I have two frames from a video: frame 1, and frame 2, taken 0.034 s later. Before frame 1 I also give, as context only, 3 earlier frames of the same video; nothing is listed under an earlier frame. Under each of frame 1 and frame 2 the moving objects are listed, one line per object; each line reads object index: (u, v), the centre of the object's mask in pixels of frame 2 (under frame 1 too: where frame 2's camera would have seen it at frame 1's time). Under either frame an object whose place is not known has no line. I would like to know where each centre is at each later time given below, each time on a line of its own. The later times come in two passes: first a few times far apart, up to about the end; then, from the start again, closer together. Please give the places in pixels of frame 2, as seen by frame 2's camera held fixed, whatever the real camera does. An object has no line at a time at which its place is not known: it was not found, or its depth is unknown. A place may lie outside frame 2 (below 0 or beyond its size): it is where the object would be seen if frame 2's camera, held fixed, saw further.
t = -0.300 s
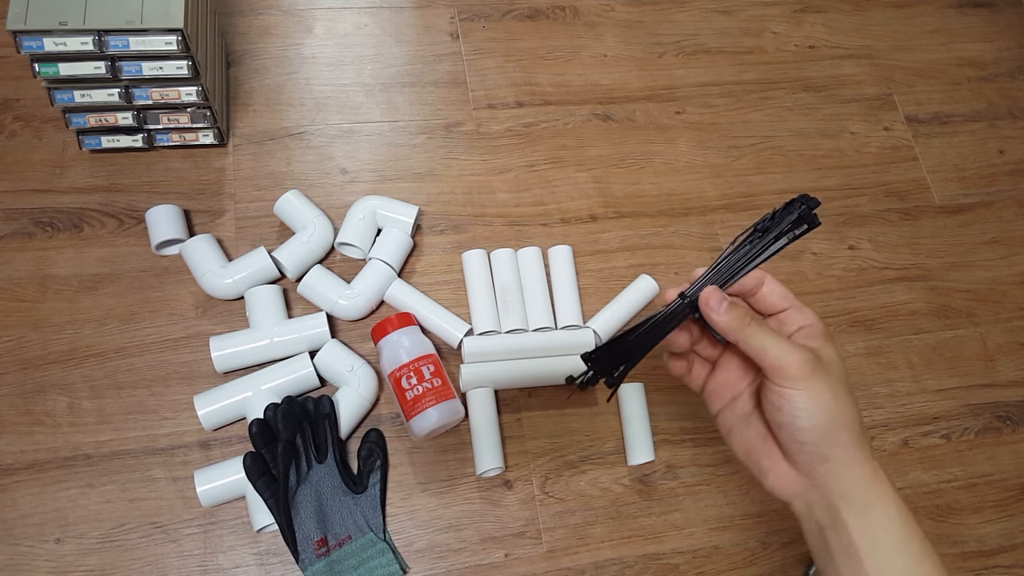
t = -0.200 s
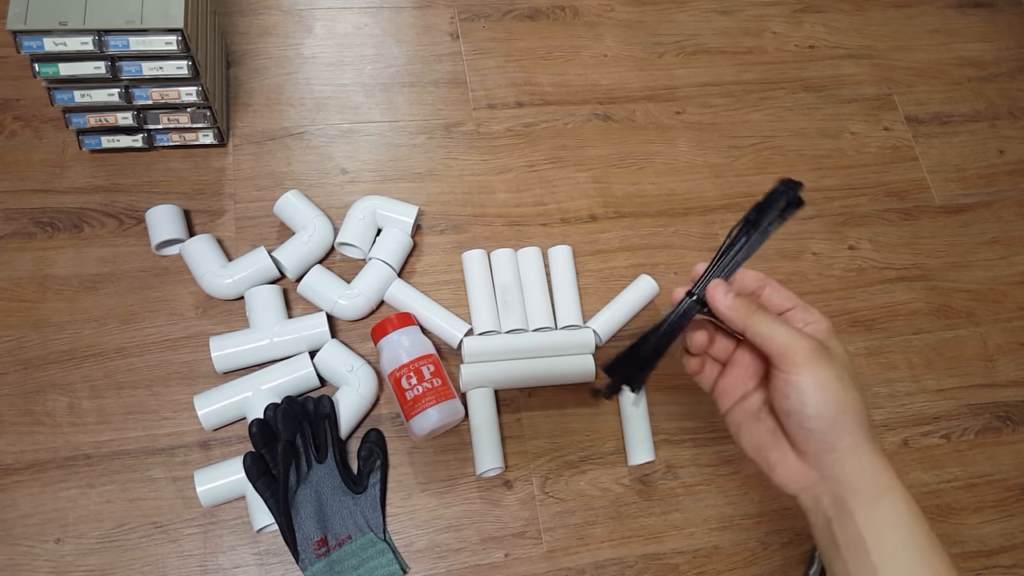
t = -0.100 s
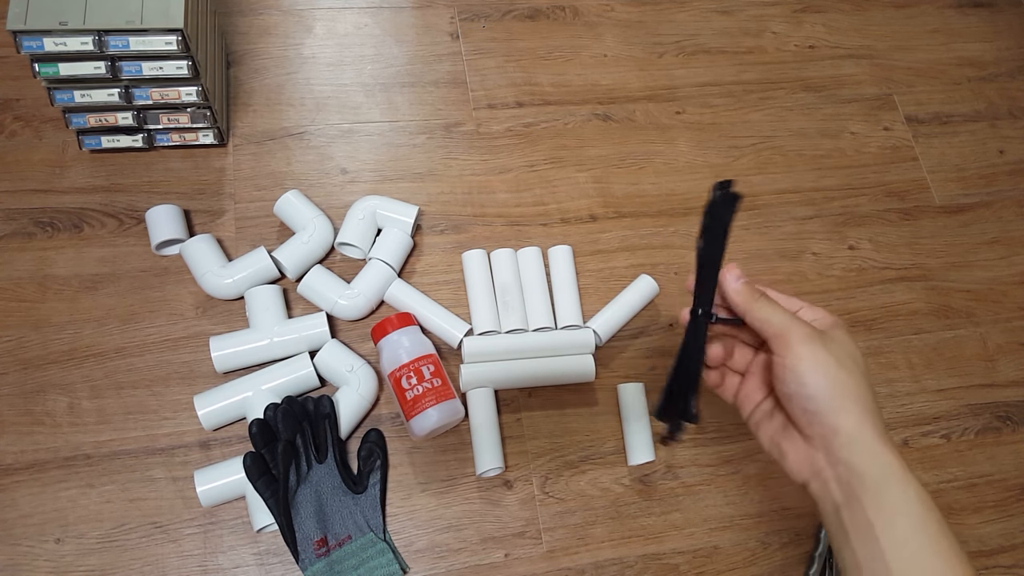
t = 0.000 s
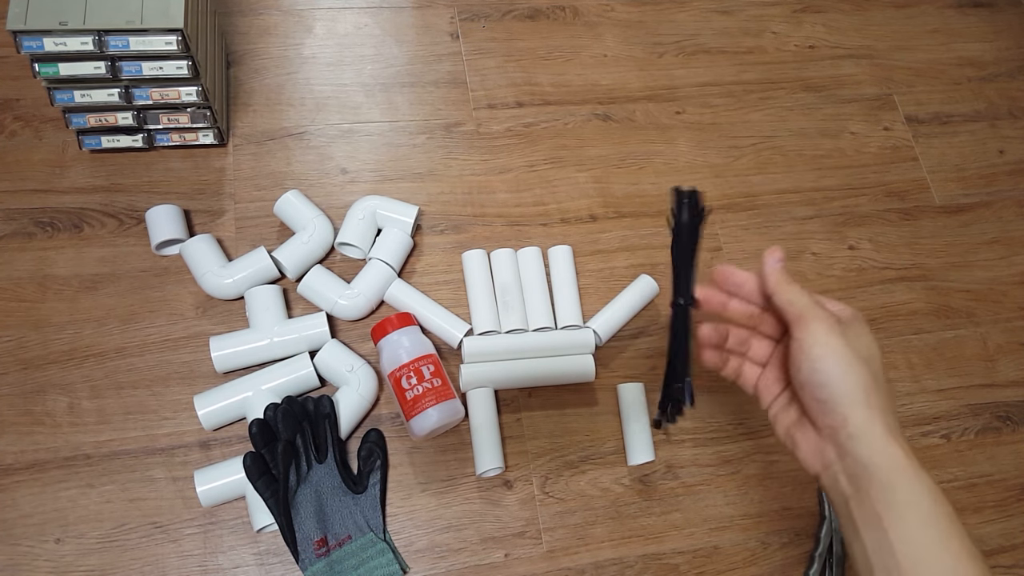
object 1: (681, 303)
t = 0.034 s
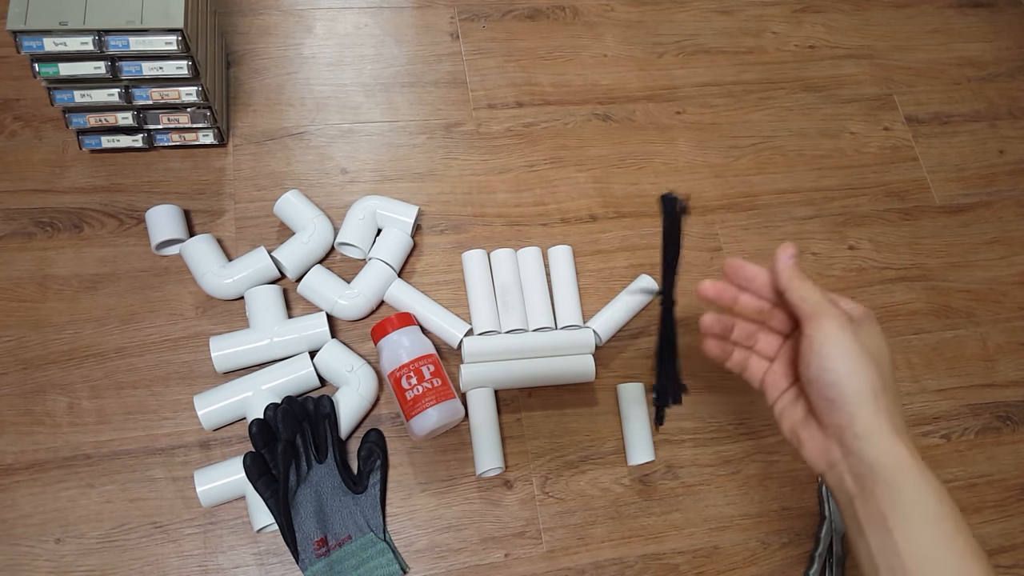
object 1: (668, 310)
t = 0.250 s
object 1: (563, 361)
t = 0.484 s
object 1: (562, 391)
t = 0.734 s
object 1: (535, 425)
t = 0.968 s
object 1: (539, 422)
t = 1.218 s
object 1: (539, 422)
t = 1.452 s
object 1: (539, 422)
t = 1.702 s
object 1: (539, 422)
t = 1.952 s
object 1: (539, 422)
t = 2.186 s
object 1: (539, 422)
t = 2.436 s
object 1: (539, 422)
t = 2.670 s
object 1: (539, 422)
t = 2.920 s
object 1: (539, 422)
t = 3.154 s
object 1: (539, 422)
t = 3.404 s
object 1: (539, 422)
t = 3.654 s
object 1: (539, 422)
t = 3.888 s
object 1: (539, 422)
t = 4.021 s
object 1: (535, 421)
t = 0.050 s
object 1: (660, 311)
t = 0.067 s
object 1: (652, 312)
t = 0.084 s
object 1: (643, 310)
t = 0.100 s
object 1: (634, 313)
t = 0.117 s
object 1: (624, 320)
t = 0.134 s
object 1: (615, 325)
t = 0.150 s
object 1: (605, 334)
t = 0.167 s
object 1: (596, 339)
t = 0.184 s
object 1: (587, 350)
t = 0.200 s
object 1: (579, 361)
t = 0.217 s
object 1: (571, 369)
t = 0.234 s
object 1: (563, 366)
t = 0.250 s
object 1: (563, 361)
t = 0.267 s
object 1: (565, 366)
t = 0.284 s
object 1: (567, 359)
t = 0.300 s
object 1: (569, 358)
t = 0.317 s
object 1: (570, 358)
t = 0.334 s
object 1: (571, 358)
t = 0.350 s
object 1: (571, 358)
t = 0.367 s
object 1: (571, 363)
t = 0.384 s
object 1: (570, 367)
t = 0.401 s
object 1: (568, 372)
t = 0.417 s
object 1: (567, 376)
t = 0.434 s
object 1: (567, 383)
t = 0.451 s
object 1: (565, 385)
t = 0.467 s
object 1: (564, 389)
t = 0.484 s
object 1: (562, 391)
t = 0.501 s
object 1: (554, 390)
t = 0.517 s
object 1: (551, 394)
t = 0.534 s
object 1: (550, 398)
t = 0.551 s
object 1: (547, 403)
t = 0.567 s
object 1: (543, 407)
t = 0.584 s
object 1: (545, 411)
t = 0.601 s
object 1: (542, 415)
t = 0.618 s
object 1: (539, 417)
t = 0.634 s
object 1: (538, 419)
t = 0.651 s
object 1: (537, 422)
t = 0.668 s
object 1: (537, 424)
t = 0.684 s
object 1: (536, 425)
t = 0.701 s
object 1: (536, 425)
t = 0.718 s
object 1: (536, 426)
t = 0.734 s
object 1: (535, 425)
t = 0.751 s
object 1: (535, 425)
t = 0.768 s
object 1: (536, 425)
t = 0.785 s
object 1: (537, 425)
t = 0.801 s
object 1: (537, 424)
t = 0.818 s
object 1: (538, 423)
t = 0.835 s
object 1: (538, 423)
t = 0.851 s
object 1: (539, 422)
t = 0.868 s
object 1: (539, 422)
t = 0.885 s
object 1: (539, 422)
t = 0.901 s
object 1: (539, 422)
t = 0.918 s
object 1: (539, 422)
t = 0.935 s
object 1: (539, 422)
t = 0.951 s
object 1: (539, 422)
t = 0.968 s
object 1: (539, 422)
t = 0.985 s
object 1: (539, 422)
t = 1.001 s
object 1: (539, 422)
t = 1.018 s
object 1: (539, 422)
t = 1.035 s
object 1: (539, 422)
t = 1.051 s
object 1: (539, 422)
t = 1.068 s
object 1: (539, 422)
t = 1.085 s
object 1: (539, 422)
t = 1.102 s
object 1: (539, 422)
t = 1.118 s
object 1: (539, 422)
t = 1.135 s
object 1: (539, 422)
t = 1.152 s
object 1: (539, 422)
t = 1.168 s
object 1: (539, 422)
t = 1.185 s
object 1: (539, 422)
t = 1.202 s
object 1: (539, 422)
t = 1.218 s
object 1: (539, 422)
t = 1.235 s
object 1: (539, 422)
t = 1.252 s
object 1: (539, 422)
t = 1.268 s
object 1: (539, 422)
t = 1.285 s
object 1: (539, 422)
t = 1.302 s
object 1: (539, 422)
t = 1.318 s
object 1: (539, 422)
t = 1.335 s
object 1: (539, 422)
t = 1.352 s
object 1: (539, 422)
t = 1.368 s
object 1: (539, 422)
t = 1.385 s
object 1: (539, 422)
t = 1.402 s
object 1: (539, 422)
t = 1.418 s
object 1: (539, 422)
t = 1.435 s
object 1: (539, 422)
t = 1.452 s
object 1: (539, 422)
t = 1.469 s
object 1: (539, 422)
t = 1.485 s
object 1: (539, 422)
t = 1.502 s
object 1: (539, 422)
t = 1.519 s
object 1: (539, 422)
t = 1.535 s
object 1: (539, 422)
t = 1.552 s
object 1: (539, 422)
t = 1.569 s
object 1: (539, 422)
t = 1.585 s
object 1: (539, 422)
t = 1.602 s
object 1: (539, 422)
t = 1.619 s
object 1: (539, 422)
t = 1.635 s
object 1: (539, 422)
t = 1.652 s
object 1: (539, 422)
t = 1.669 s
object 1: (539, 422)
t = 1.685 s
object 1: (539, 422)
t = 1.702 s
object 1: (539, 422)
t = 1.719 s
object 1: (539, 422)
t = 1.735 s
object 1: (539, 422)
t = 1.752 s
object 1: (539, 422)
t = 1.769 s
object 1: (539, 422)
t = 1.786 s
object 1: (539, 422)
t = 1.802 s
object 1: (539, 422)
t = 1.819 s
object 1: (539, 422)
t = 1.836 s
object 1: (539, 422)
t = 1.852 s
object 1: (539, 422)
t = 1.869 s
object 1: (539, 422)
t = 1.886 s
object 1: (539, 422)
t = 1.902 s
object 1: (539, 422)
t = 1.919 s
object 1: (539, 422)
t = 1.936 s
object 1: (539, 422)
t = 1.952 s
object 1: (539, 422)
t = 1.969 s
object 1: (539, 422)
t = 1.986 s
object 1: (539, 422)
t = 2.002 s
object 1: (539, 422)
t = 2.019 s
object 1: (539, 422)
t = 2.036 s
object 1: (539, 422)
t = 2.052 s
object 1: (539, 422)
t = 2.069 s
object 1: (539, 422)
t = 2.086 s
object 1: (539, 422)
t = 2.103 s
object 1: (539, 422)
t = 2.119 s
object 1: (539, 422)
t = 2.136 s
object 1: (539, 422)
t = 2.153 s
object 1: (539, 422)
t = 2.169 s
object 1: (539, 422)
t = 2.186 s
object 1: (539, 422)
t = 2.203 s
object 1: (539, 422)
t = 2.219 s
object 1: (539, 422)
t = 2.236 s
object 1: (539, 422)
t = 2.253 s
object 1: (539, 422)
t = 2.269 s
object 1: (539, 422)
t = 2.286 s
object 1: (539, 422)
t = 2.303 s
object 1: (539, 422)
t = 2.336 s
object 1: (539, 422)
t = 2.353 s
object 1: (539, 422)
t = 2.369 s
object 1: (539, 422)
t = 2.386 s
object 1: (539, 422)
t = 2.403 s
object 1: (539, 422)
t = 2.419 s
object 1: (539, 422)
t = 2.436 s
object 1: (539, 422)
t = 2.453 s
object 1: (539, 422)
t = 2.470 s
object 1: (539, 422)
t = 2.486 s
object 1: (539, 422)
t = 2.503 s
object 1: (539, 422)
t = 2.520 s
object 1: (539, 422)
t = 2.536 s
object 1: (539, 422)
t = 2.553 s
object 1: (539, 422)
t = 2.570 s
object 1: (539, 422)
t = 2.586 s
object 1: (539, 422)
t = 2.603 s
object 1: (539, 422)
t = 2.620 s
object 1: (539, 422)
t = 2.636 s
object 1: (539, 422)
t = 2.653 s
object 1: (539, 422)
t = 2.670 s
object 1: (539, 422)
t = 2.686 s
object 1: (539, 422)
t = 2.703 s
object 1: (539, 422)
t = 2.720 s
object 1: (539, 422)
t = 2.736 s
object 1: (539, 422)
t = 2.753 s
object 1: (539, 422)
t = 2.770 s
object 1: (539, 422)
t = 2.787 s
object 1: (539, 422)
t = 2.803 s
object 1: (539, 422)
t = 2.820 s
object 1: (539, 422)
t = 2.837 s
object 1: (539, 422)
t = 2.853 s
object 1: (539, 422)
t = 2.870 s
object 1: (539, 422)
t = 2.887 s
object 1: (539, 422)
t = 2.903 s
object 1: (539, 422)
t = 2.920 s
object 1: (539, 422)
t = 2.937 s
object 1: (539, 422)
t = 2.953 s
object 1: (539, 422)
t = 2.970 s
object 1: (539, 422)
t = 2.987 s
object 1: (539, 422)
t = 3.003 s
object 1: (539, 422)
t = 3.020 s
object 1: (539, 422)
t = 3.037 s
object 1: (539, 422)
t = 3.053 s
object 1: (539, 422)
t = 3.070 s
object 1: (539, 422)
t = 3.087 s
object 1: (539, 422)
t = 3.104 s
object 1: (539, 422)
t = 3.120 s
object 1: (539, 422)
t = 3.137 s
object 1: (539, 422)
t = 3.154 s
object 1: (539, 422)
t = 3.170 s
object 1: (539, 422)
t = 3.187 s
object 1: (539, 422)
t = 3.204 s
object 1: (539, 422)
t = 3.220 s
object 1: (539, 422)
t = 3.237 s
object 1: (539, 422)
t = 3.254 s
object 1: (539, 422)
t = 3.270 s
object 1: (539, 422)
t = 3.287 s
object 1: (539, 422)
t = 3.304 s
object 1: (539, 422)
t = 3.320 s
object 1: (539, 422)
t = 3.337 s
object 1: (539, 422)
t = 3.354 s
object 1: (539, 422)
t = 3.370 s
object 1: (539, 422)
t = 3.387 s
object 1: (539, 422)
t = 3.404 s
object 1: (539, 422)
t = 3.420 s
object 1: (539, 422)
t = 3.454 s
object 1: (539, 422)
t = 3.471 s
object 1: (539, 422)
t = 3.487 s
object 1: (539, 422)
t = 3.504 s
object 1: (539, 422)
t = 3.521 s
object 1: (539, 422)
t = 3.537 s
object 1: (539, 422)
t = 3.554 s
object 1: (539, 422)
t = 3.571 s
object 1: (539, 422)
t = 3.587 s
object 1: (539, 422)
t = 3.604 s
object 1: (539, 422)
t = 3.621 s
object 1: (539, 422)
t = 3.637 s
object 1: (539, 422)
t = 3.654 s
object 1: (539, 422)
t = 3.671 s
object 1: (539, 422)
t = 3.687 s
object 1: (539, 422)
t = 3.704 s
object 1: (539, 422)
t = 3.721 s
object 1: (539, 422)
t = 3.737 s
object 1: (539, 422)
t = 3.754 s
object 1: (539, 422)
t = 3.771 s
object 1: (539, 422)
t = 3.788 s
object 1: (539, 422)
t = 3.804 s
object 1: (539, 422)
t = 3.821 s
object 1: (539, 422)
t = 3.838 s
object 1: (539, 422)
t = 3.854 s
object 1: (539, 422)
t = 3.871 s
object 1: (539, 422)
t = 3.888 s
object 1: (539, 422)
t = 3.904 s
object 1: (539, 422)
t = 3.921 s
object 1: (539, 422)
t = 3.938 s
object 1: (539, 422)
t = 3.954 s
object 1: (539, 422)
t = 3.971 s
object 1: (539, 422)
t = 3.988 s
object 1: (539, 422)
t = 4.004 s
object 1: (539, 422)
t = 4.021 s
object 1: (535, 421)
